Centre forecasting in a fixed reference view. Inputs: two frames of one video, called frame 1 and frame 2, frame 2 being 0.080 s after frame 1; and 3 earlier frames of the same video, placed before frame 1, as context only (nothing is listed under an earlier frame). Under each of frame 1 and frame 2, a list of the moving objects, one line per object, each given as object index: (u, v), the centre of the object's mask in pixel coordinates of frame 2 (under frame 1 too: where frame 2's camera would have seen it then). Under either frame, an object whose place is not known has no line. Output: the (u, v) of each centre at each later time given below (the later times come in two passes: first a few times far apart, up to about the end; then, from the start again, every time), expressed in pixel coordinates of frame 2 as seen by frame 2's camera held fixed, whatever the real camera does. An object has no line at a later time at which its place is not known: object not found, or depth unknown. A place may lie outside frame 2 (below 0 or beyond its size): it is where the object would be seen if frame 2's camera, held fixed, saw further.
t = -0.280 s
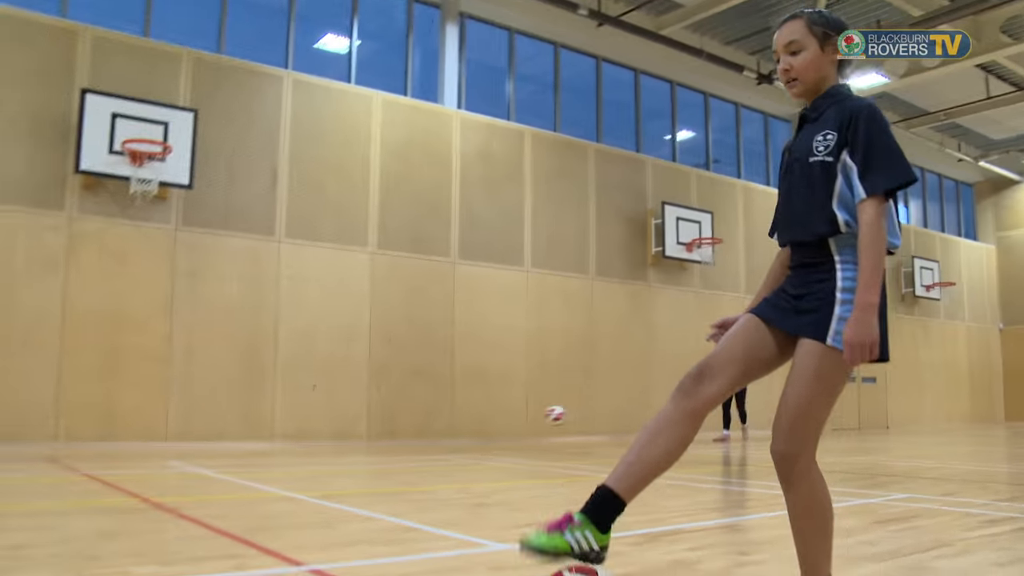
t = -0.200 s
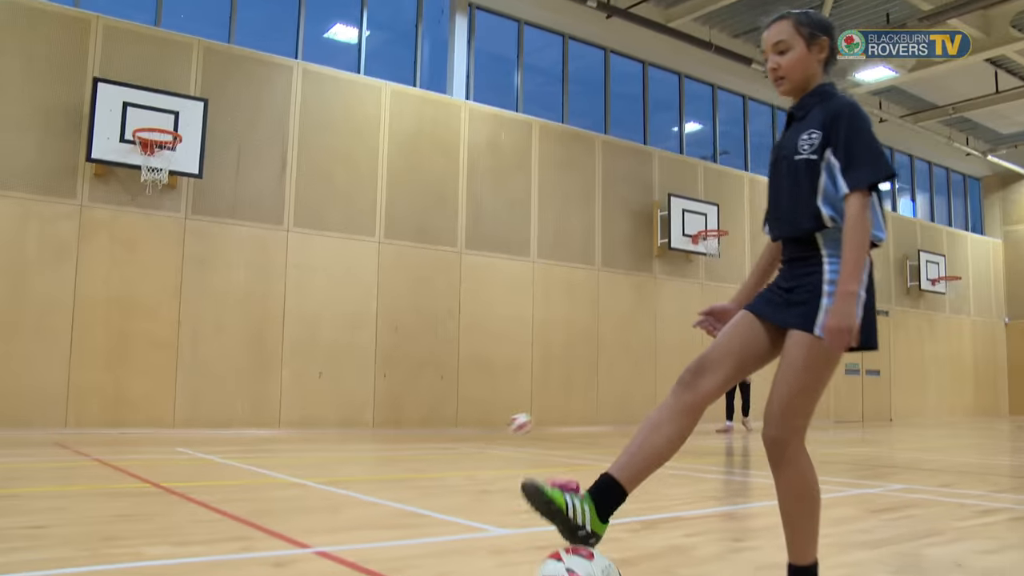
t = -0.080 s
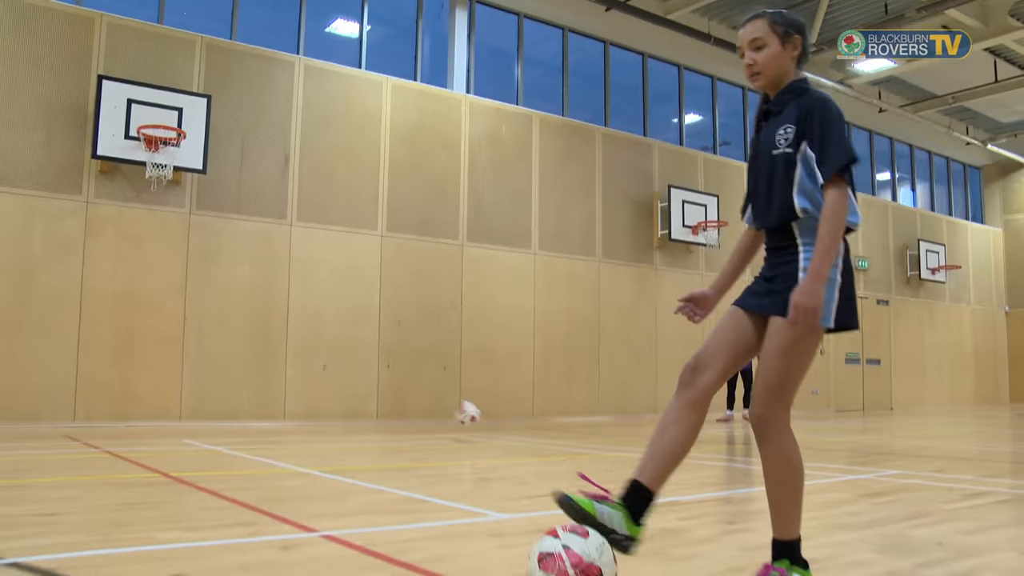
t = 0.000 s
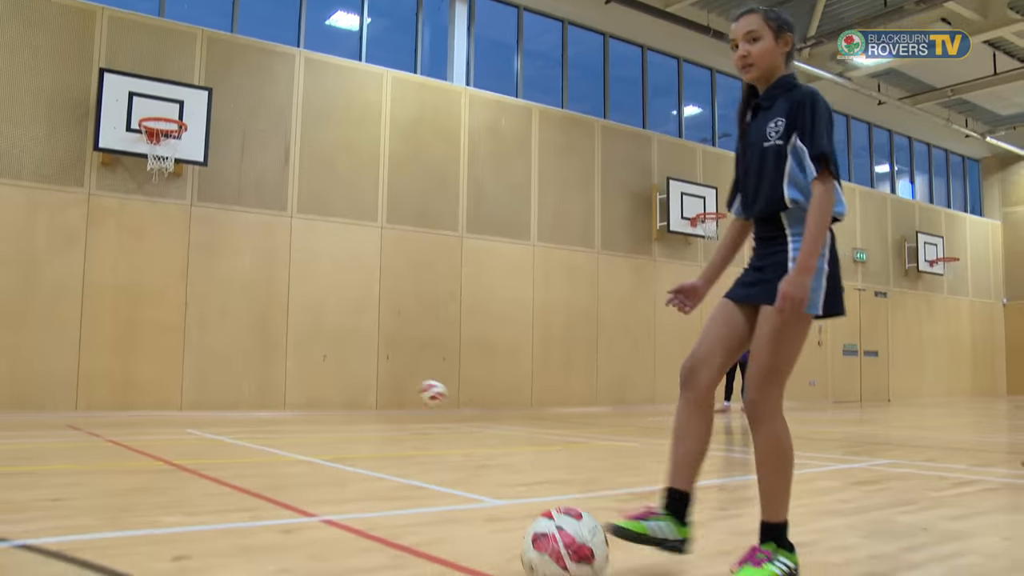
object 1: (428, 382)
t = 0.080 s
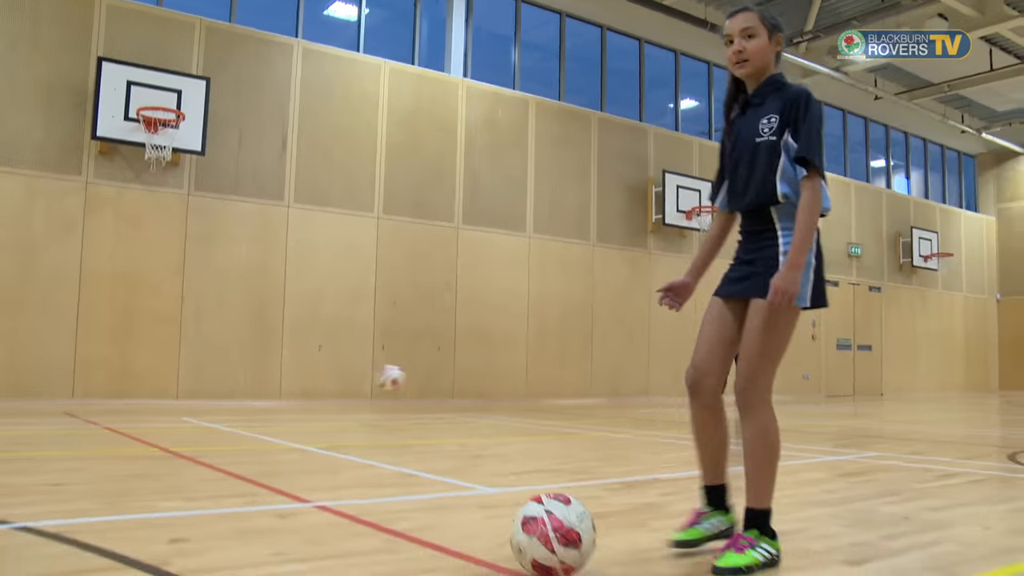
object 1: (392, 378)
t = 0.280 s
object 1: (281, 399)
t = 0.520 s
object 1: (134, 390)
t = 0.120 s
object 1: (370, 376)
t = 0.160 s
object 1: (350, 378)
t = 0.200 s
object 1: (328, 383)
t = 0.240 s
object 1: (306, 390)
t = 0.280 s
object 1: (281, 399)
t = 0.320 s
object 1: (257, 412)
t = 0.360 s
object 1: (231, 415)
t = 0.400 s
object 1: (210, 407)
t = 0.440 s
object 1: (185, 400)
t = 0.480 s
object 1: (160, 394)
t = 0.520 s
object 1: (134, 390)
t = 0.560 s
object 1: (105, 390)
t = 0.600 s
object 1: (74, 392)
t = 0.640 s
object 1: (43, 397)
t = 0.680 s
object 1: (8, 405)
